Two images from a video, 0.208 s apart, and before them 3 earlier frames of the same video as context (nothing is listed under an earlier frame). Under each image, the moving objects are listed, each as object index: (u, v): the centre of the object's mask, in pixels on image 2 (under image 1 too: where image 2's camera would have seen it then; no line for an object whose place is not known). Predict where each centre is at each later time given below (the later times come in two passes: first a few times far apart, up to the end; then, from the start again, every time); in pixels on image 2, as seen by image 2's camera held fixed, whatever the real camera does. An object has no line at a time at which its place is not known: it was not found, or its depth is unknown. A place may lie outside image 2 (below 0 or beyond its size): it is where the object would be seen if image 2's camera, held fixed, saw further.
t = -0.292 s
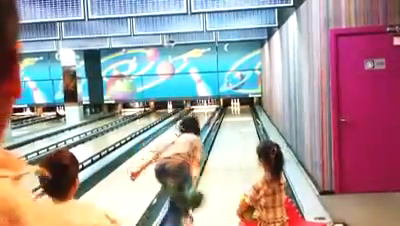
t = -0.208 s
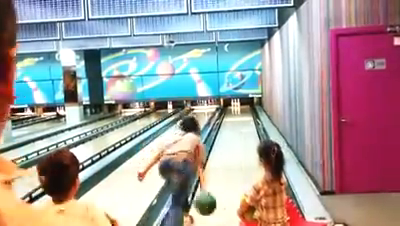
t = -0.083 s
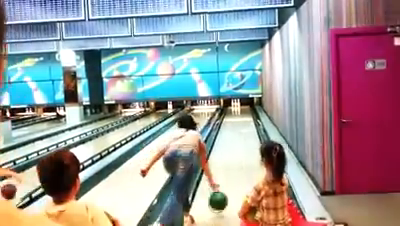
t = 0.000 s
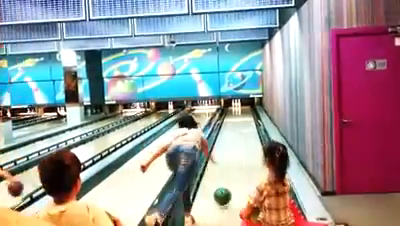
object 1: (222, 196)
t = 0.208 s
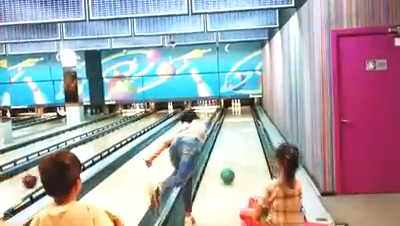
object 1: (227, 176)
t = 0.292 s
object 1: (229, 169)
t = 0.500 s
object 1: (232, 156)
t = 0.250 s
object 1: (228, 172)
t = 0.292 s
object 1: (229, 169)
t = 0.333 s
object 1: (229, 166)
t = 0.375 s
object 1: (230, 163)
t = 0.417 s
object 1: (231, 161)
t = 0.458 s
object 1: (231, 158)
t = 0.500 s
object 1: (232, 156)
